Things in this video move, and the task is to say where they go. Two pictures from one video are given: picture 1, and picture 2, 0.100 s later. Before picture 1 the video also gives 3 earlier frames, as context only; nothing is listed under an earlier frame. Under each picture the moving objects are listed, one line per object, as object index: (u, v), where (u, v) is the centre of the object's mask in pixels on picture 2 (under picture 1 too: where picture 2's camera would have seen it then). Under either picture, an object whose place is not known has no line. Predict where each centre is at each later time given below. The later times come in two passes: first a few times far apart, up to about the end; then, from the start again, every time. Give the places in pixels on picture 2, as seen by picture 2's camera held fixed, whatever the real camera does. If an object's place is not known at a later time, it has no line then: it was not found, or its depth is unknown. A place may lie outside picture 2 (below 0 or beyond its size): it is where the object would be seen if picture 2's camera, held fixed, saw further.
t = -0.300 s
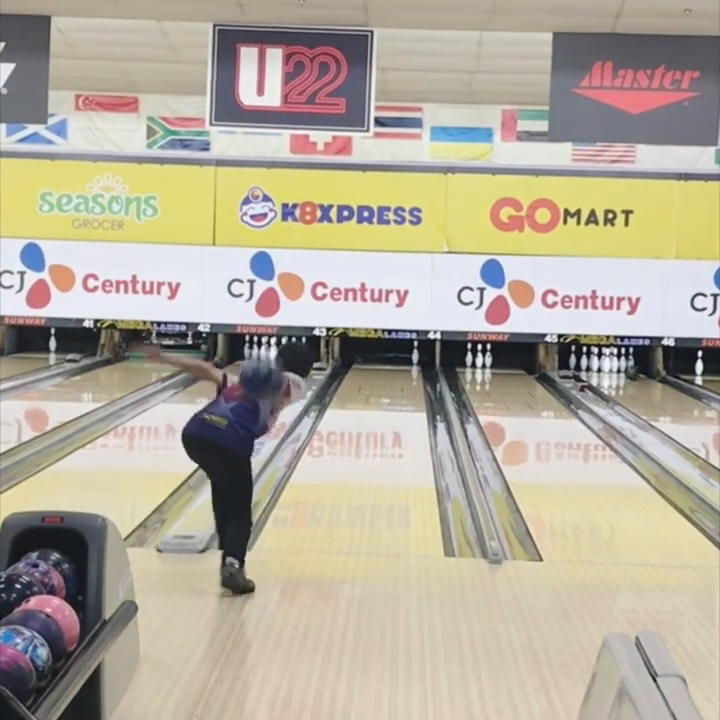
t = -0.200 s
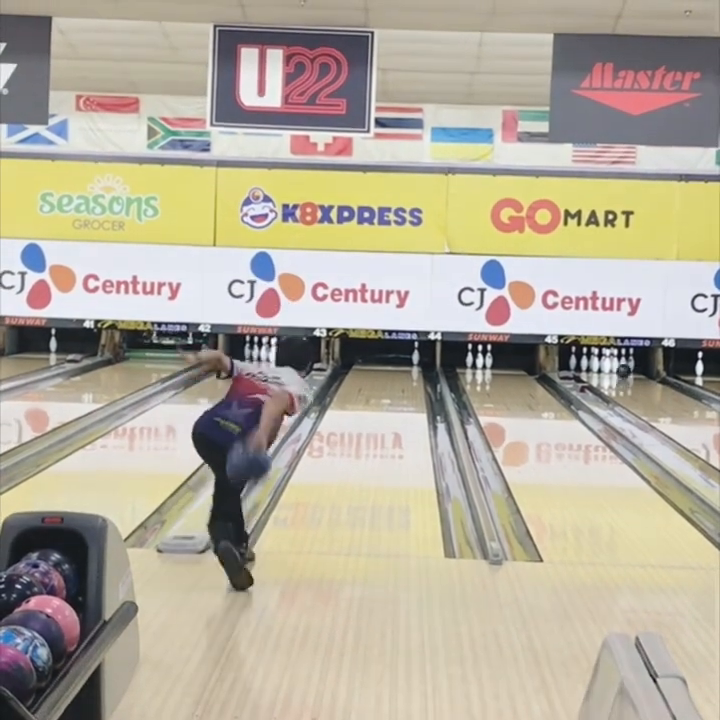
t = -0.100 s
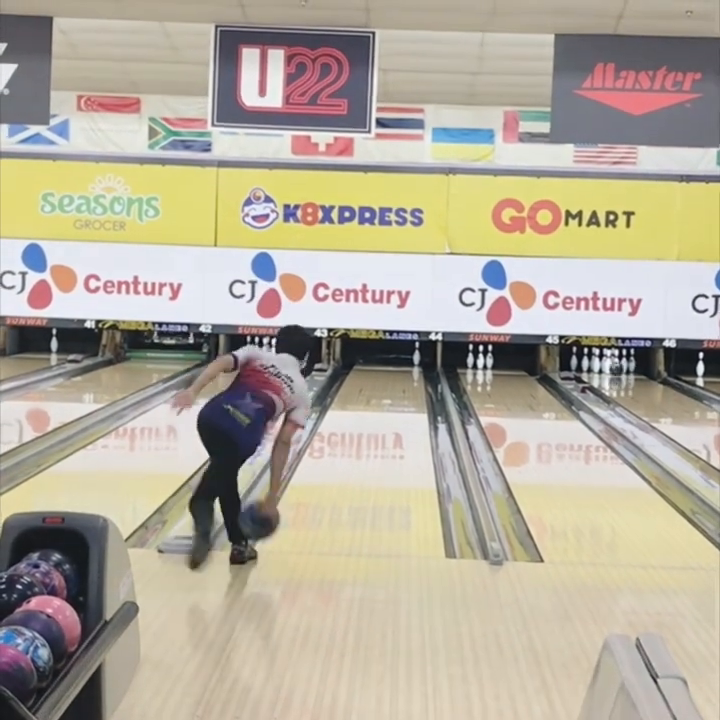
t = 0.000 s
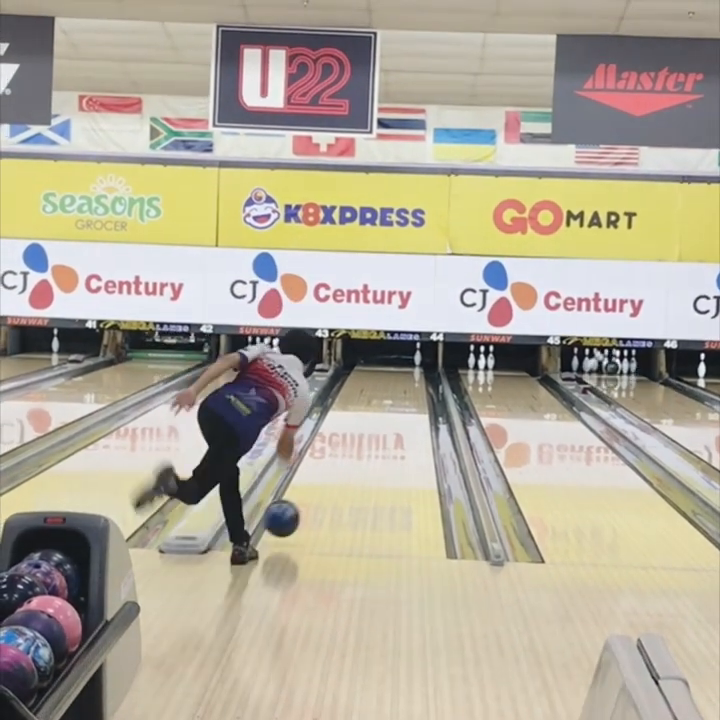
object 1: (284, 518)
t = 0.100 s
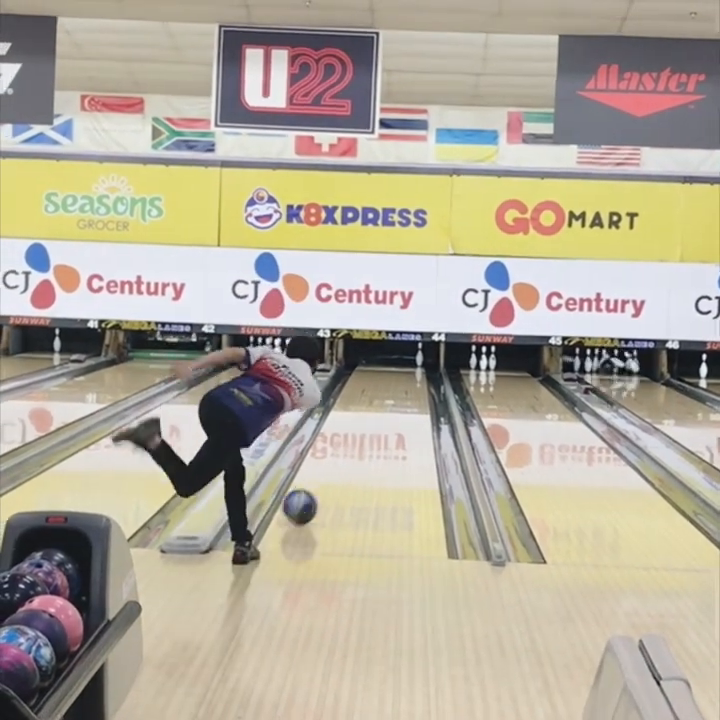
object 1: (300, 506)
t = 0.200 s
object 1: (314, 491)
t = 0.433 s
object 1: (342, 460)
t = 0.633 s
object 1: (360, 440)
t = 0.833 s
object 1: (374, 424)
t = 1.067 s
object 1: (387, 408)
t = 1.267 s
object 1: (397, 398)
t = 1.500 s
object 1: (405, 388)
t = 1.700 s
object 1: (411, 380)
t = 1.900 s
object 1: (416, 373)
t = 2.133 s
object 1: (419, 366)
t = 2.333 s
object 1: (420, 361)
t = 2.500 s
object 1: (414, 353)
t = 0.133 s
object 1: (305, 501)
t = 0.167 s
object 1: (310, 496)
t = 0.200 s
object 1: (314, 491)
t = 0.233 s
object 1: (319, 486)
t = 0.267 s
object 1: (323, 481)
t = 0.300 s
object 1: (327, 476)
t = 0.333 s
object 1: (331, 472)
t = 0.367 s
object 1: (335, 468)
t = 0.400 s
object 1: (338, 464)
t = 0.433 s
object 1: (342, 460)
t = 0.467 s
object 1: (345, 456)
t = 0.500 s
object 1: (349, 453)
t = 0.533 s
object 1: (351, 449)
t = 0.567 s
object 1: (354, 446)
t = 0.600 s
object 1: (357, 443)
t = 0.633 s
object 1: (360, 440)
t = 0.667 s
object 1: (362, 437)
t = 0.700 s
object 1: (365, 434)
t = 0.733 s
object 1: (367, 432)
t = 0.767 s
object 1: (370, 429)
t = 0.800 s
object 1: (372, 426)
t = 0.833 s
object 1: (374, 424)
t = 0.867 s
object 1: (376, 421)
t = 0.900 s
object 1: (378, 419)
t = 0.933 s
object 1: (380, 417)
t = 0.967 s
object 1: (382, 415)
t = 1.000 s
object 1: (384, 413)
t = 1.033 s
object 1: (386, 410)
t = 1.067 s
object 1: (387, 408)
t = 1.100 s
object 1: (389, 406)
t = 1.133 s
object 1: (391, 405)
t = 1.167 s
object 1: (392, 403)
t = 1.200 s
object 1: (394, 401)
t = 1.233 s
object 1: (395, 400)
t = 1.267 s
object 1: (397, 398)
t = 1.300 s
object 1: (398, 397)
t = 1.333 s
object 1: (399, 395)
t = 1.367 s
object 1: (400, 393)
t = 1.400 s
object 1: (402, 392)
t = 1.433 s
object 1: (403, 390)
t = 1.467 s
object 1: (404, 388)
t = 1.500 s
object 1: (405, 388)
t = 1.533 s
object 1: (407, 386)
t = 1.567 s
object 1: (408, 385)
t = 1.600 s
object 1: (409, 384)
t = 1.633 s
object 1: (409, 382)
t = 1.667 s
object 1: (410, 381)
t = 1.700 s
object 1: (411, 380)
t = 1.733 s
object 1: (412, 379)
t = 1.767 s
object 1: (414, 377)
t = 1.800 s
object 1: (414, 376)
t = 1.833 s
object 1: (415, 375)
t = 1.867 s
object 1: (416, 374)
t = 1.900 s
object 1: (416, 373)
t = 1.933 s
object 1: (417, 372)
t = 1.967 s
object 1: (417, 371)
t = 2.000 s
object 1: (417, 370)
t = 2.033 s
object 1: (417, 370)
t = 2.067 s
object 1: (418, 369)
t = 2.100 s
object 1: (419, 368)
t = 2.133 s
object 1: (419, 366)
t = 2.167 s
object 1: (419, 366)
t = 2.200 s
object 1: (420, 365)
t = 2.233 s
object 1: (419, 365)
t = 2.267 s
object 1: (419, 364)
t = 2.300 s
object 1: (420, 362)
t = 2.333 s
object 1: (420, 361)
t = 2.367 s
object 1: (420, 361)
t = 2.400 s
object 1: (421, 360)
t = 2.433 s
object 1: (420, 361)
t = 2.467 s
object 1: (417, 358)
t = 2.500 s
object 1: (414, 353)
